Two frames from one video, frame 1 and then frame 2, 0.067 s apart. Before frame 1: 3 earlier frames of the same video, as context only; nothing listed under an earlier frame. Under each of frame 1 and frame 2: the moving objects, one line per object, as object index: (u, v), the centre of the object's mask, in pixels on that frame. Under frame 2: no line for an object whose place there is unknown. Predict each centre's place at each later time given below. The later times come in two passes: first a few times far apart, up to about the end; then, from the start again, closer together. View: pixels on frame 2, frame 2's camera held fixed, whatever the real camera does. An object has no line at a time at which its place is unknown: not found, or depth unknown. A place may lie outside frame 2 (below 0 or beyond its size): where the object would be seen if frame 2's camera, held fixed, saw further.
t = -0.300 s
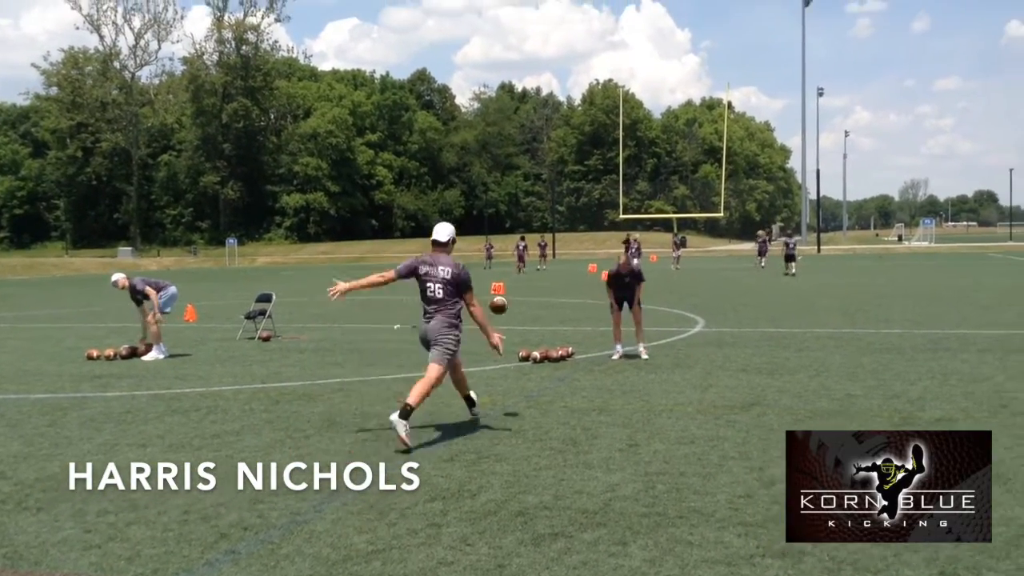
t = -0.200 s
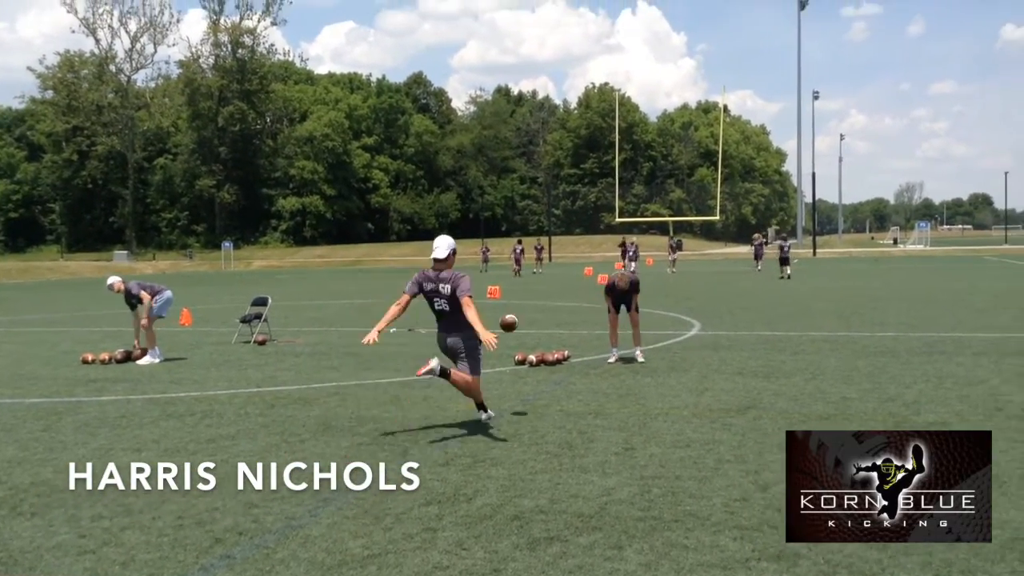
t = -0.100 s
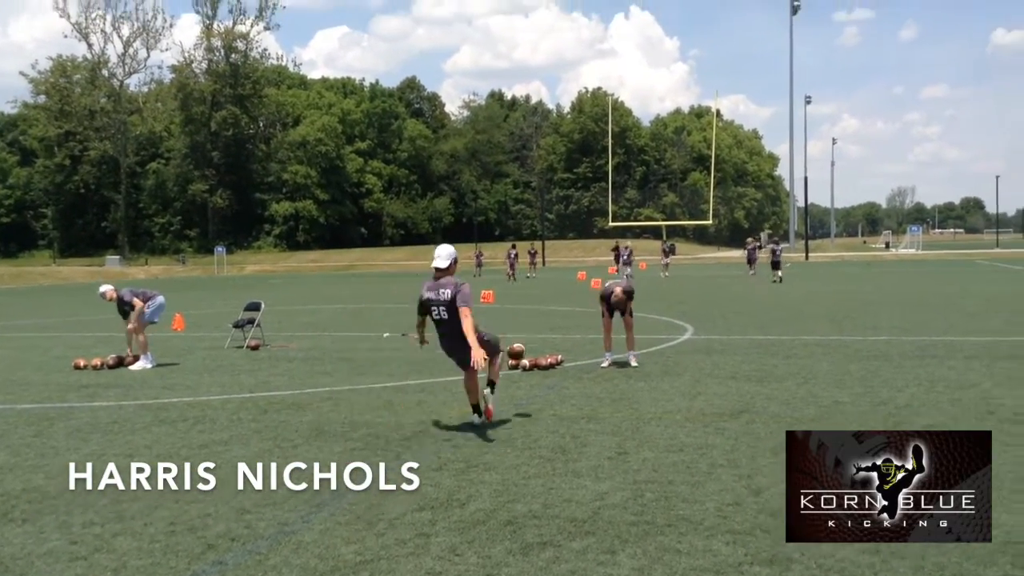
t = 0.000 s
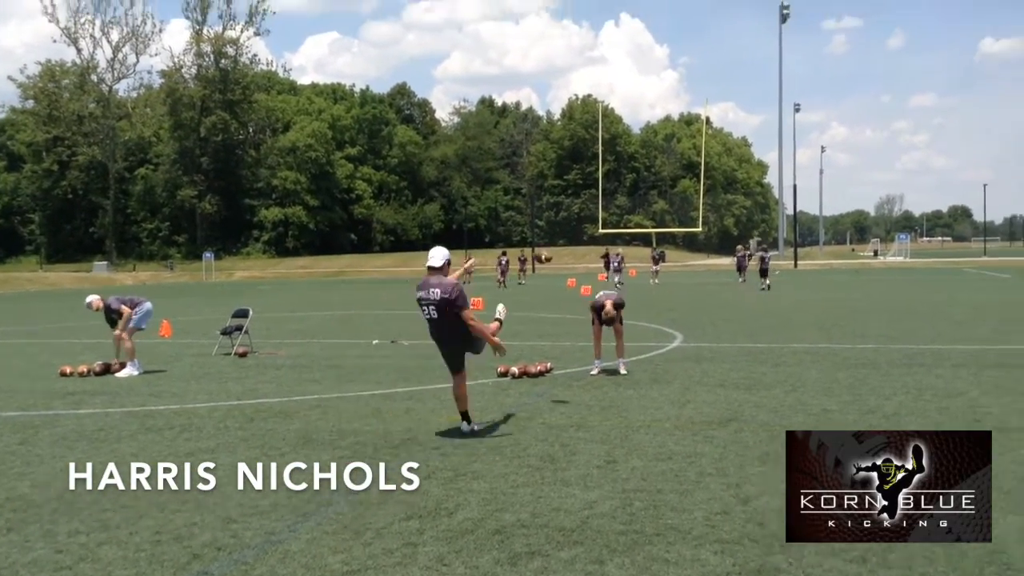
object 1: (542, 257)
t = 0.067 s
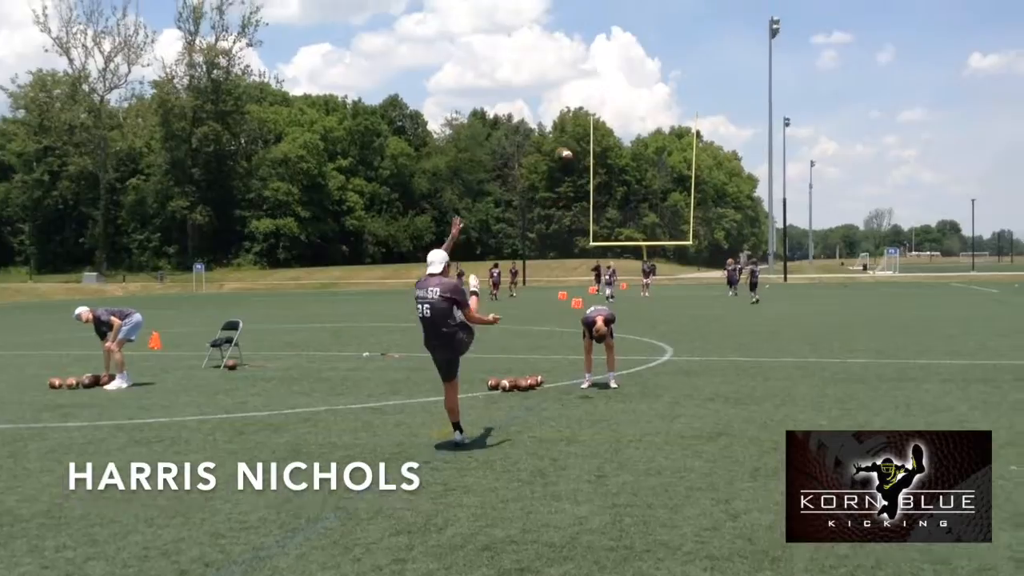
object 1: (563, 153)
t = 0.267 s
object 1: (623, -73)
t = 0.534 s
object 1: (656, -213)
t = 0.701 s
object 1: (662, -255)
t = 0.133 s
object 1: (588, 61)
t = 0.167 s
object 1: (600, 22)
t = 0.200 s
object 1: (608, -13)
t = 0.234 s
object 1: (616, -44)
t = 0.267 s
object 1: (623, -73)
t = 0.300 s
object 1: (629, -98)
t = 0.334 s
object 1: (635, -121)
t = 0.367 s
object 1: (639, -141)
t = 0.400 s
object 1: (643, -159)
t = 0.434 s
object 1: (647, -176)
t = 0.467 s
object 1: (650, -190)
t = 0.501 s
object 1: (653, -201)
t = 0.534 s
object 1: (656, -213)
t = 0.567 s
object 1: (658, -224)
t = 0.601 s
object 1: (659, -232)
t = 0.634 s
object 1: (660, -240)
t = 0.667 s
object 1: (662, -248)
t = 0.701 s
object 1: (662, -255)
